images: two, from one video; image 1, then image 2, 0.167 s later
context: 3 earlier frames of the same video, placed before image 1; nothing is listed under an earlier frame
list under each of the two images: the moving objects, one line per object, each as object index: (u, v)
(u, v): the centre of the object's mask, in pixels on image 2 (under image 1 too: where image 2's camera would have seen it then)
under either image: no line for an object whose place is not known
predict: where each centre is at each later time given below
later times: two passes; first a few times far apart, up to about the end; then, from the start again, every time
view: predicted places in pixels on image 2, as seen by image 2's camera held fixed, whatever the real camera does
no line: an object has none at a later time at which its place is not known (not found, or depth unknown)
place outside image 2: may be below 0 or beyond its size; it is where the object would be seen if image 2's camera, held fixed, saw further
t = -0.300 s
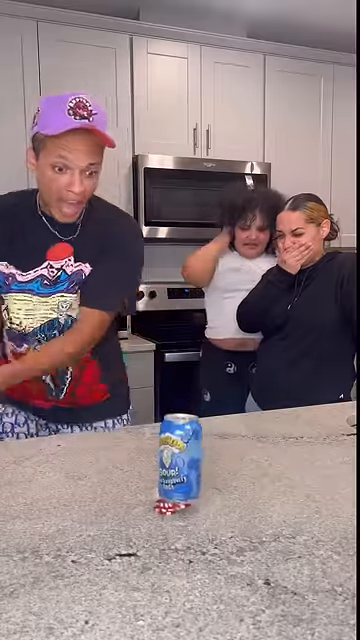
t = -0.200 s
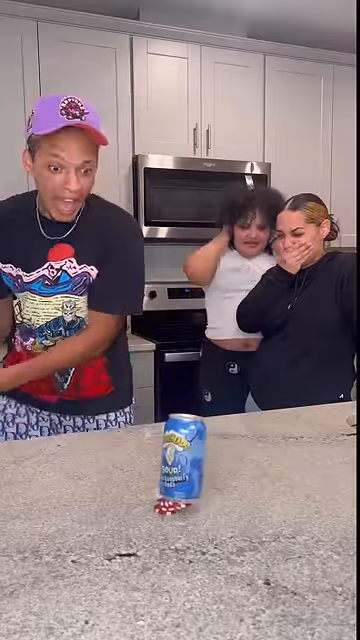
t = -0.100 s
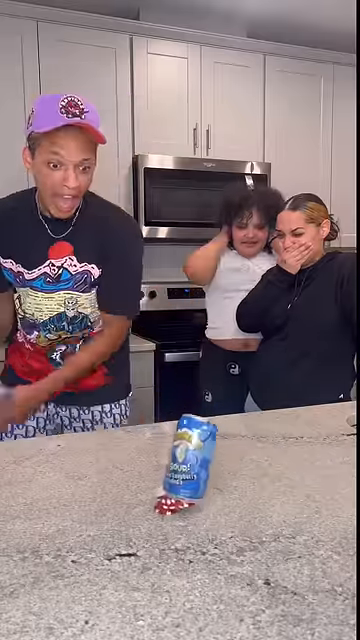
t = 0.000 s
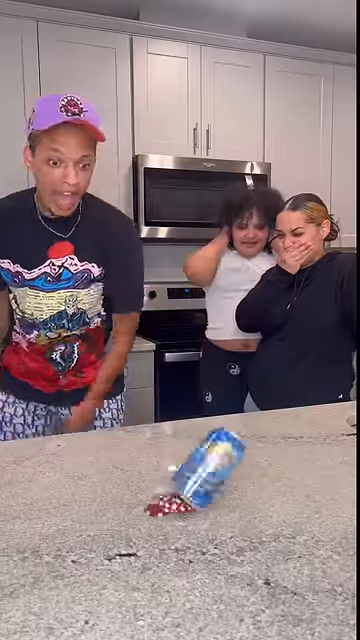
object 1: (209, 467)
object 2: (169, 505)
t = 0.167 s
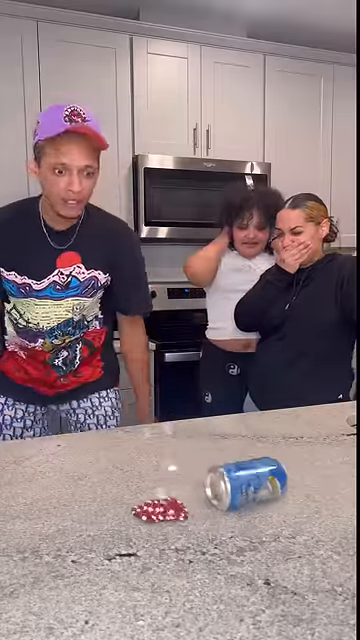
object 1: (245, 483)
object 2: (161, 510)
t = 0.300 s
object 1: (268, 484)
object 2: (166, 512)
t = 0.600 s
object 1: (295, 493)
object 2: (173, 513)
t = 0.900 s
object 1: (317, 508)
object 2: (173, 513)
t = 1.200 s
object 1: (333, 528)
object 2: (173, 513)
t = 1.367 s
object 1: (342, 541)
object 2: (173, 513)
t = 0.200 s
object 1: (252, 482)
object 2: (161, 510)
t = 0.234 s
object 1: (257, 484)
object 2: (162, 511)
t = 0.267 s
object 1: (263, 484)
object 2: (164, 511)
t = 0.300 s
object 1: (268, 484)
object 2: (166, 512)
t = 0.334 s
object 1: (272, 485)
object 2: (167, 512)
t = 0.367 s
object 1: (276, 485)
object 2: (168, 512)
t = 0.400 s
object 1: (279, 486)
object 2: (169, 512)
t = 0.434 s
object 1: (282, 488)
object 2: (170, 512)
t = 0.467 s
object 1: (285, 489)
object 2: (170, 513)
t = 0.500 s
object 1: (287, 490)
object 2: (171, 513)
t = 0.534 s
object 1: (290, 491)
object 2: (172, 513)
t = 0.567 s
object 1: (292, 492)
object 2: (172, 513)
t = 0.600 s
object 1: (295, 493)
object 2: (173, 513)
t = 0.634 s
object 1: (298, 495)
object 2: (173, 513)
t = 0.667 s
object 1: (300, 497)
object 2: (173, 513)
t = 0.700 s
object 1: (303, 498)
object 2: (173, 513)
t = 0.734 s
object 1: (306, 499)
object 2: (173, 513)
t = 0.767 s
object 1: (308, 501)
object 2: (173, 513)
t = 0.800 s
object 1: (311, 502)
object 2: (173, 513)
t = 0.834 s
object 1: (313, 504)
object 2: (173, 513)
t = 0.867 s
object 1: (315, 506)
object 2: (173, 513)
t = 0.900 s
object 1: (317, 508)
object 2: (173, 513)
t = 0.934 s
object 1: (319, 510)
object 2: (173, 513)
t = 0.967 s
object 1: (321, 512)
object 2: (173, 513)
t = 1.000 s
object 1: (323, 514)
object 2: (173, 513)
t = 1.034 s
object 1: (324, 516)
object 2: (173, 513)
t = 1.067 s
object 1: (326, 518)
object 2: (173, 513)
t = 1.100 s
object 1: (328, 520)
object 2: (173, 513)
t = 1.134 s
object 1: (330, 523)
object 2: (173, 513)
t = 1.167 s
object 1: (331, 526)
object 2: (173, 513)
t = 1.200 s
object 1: (333, 528)
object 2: (173, 513)
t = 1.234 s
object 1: (335, 531)
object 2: (173, 513)
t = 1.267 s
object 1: (337, 533)
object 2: (173, 513)
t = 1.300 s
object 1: (338, 536)
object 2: (173, 513)
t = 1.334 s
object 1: (340, 539)
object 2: (173, 513)
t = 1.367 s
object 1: (342, 541)
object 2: (173, 513)
